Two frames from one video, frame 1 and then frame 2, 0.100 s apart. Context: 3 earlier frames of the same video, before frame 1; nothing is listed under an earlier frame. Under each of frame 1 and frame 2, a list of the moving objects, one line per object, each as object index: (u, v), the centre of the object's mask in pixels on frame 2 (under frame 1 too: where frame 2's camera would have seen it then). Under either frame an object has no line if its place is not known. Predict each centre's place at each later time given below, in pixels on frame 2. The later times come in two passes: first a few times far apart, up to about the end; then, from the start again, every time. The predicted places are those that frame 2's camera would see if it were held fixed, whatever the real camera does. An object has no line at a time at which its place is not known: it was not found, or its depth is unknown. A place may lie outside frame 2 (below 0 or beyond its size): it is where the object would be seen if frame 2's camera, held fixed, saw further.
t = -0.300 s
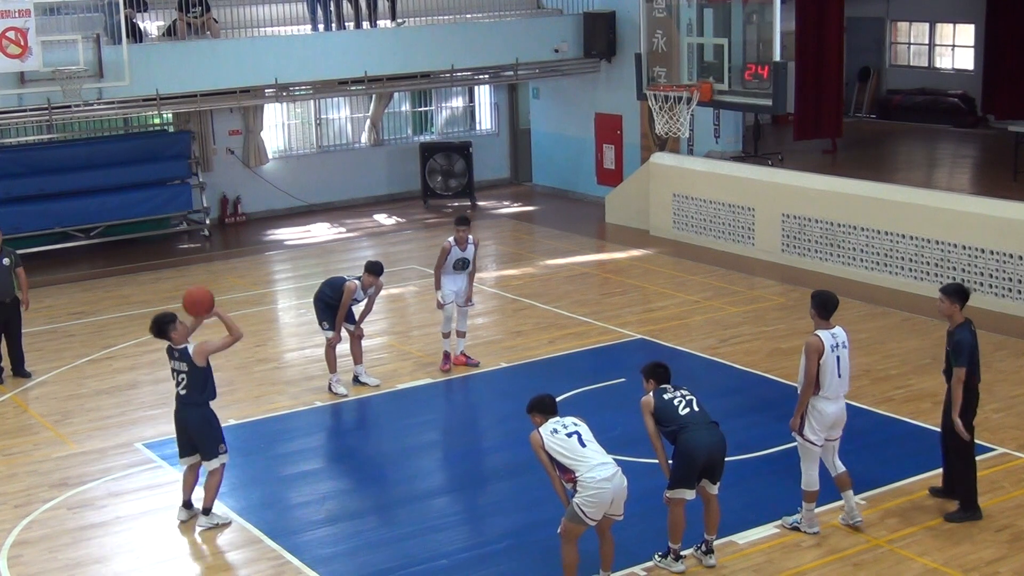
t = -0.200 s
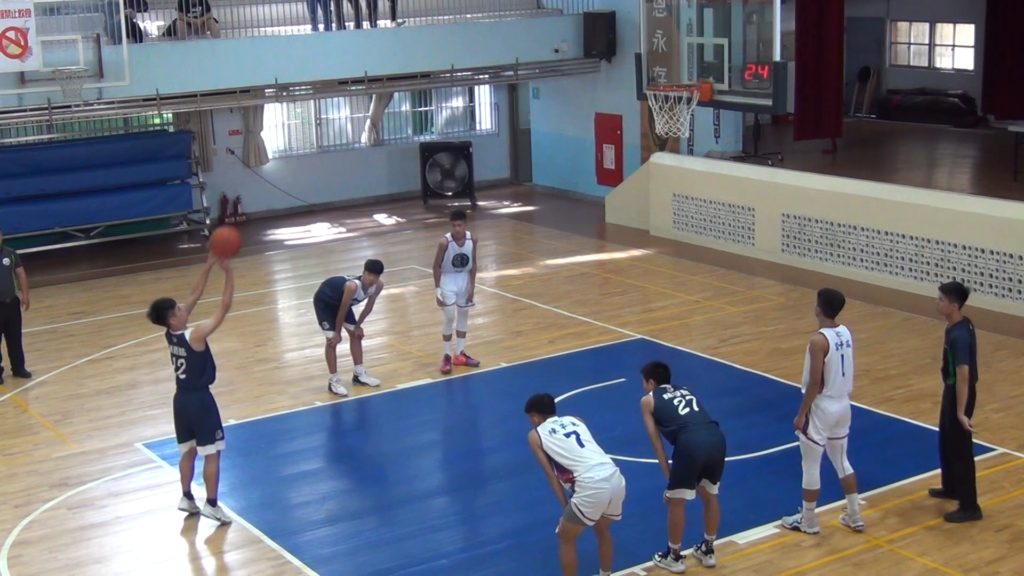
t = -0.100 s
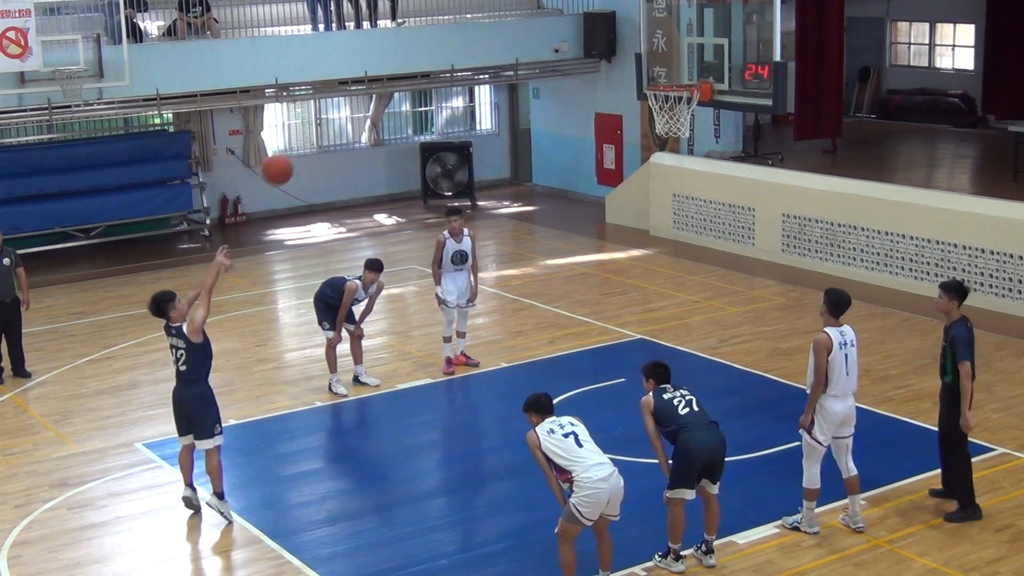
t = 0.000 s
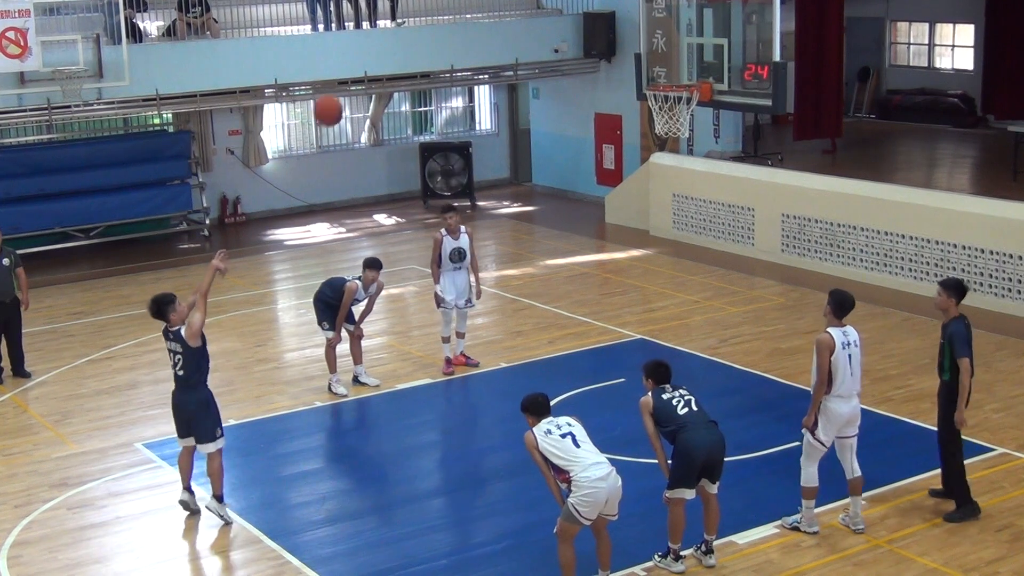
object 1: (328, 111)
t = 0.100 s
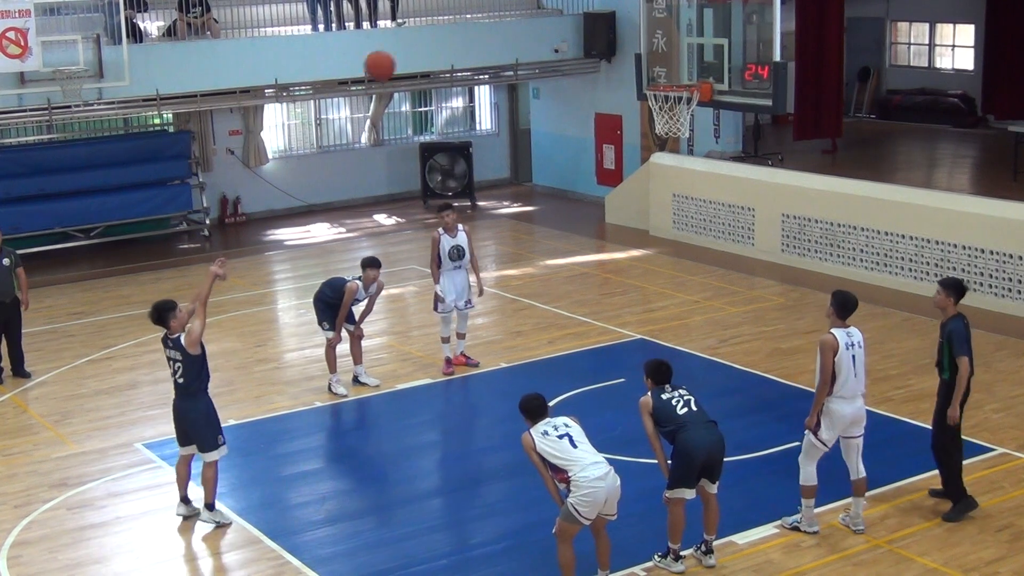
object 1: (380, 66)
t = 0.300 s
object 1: (479, 16)
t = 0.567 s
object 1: (602, 28)
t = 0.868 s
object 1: (661, 103)
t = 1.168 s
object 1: (628, 129)
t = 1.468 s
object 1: (606, 242)
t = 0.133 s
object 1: (396, 53)
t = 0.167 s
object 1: (413, 43)
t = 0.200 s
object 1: (430, 34)
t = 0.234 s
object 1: (446, 26)
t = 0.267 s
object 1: (462, 21)
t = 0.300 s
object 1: (479, 16)
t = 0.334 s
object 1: (495, 13)
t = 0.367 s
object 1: (511, 12)
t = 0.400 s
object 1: (527, 11)
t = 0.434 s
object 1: (542, 12)
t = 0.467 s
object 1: (557, 14)
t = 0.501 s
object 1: (573, 17)
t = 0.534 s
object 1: (588, 22)
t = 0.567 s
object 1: (602, 28)
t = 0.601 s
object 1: (617, 35)
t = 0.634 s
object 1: (632, 43)
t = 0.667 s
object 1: (646, 54)
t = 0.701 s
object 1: (661, 64)
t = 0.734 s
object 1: (674, 75)
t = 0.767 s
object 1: (685, 84)
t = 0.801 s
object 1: (678, 94)
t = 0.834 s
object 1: (669, 104)
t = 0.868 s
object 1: (661, 103)
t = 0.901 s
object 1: (657, 113)
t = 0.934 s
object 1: (651, 110)
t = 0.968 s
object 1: (647, 108)
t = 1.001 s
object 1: (644, 108)
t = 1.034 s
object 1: (641, 109)
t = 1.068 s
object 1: (638, 112)
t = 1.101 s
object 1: (635, 116)
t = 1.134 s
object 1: (633, 122)
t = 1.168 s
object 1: (628, 129)
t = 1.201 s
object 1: (627, 137)
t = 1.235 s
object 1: (624, 146)
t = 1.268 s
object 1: (621, 156)
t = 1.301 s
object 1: (619, 167)
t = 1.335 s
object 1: (616, 181)
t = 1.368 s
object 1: (614, 195)
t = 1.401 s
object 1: (611, 209)
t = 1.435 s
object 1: (609, 226)
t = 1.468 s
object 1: (606, 242)
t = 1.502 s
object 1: (603, 261)
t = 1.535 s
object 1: (601, 280)
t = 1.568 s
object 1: (598, 301)
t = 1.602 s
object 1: (595, 322)
